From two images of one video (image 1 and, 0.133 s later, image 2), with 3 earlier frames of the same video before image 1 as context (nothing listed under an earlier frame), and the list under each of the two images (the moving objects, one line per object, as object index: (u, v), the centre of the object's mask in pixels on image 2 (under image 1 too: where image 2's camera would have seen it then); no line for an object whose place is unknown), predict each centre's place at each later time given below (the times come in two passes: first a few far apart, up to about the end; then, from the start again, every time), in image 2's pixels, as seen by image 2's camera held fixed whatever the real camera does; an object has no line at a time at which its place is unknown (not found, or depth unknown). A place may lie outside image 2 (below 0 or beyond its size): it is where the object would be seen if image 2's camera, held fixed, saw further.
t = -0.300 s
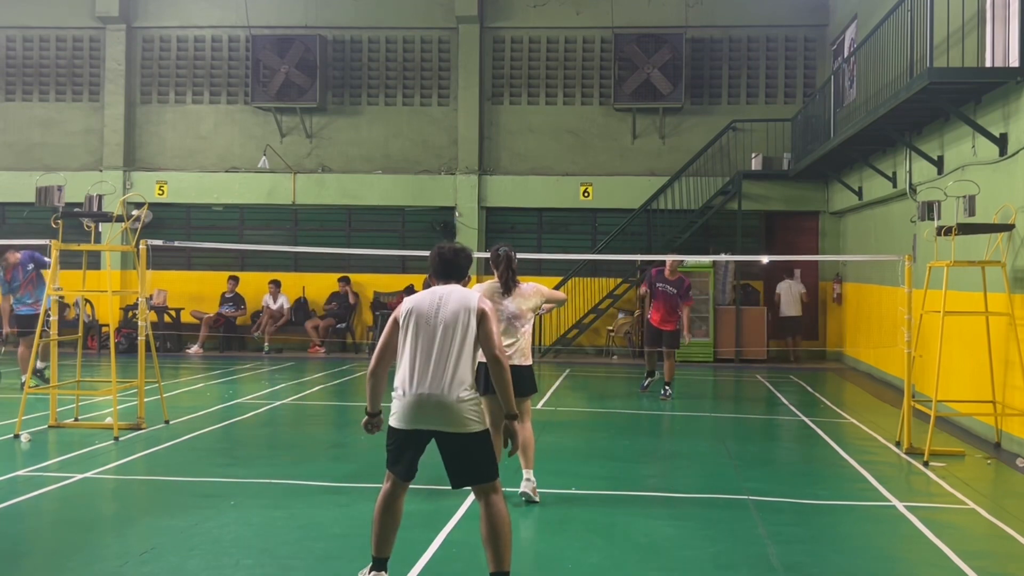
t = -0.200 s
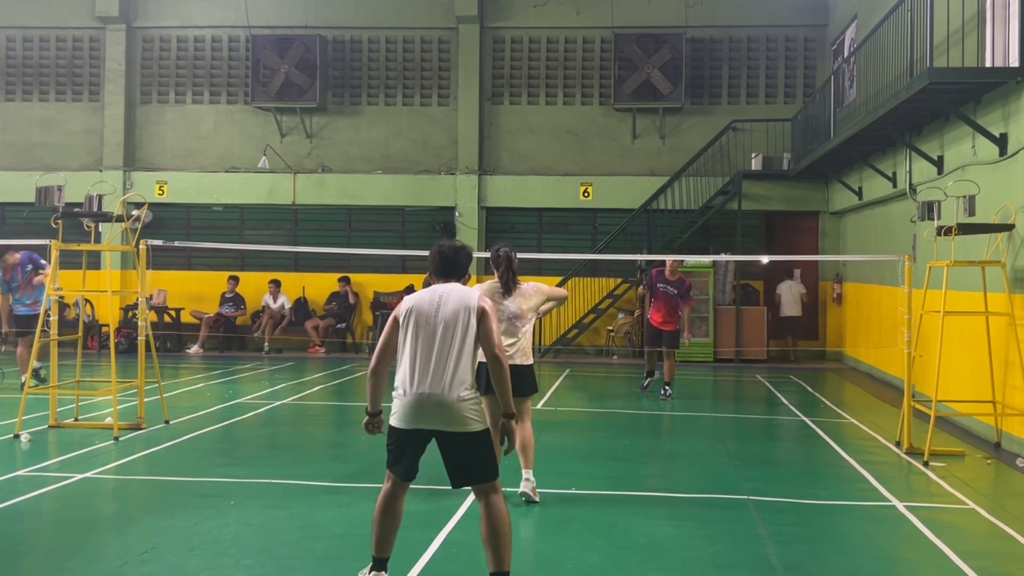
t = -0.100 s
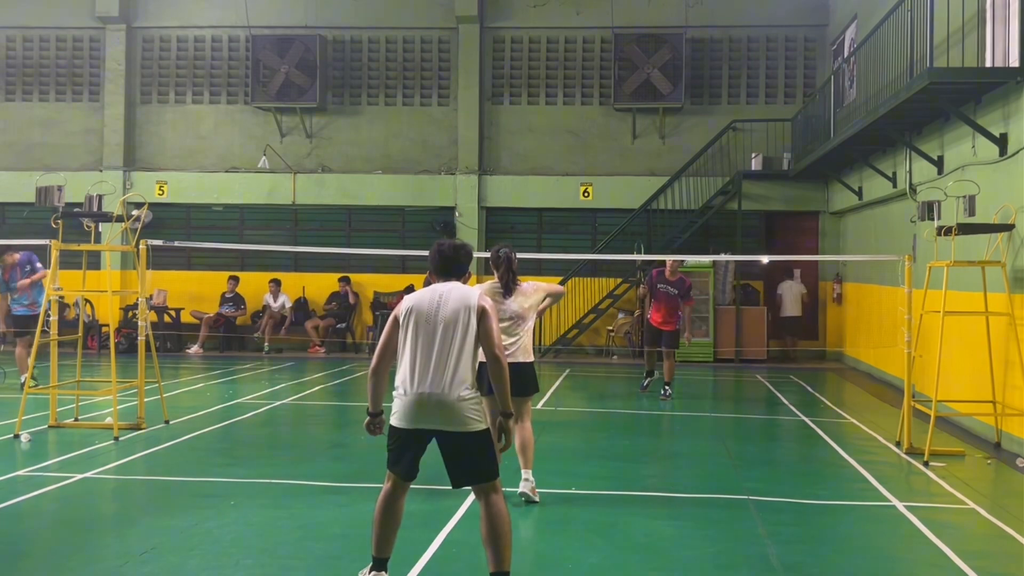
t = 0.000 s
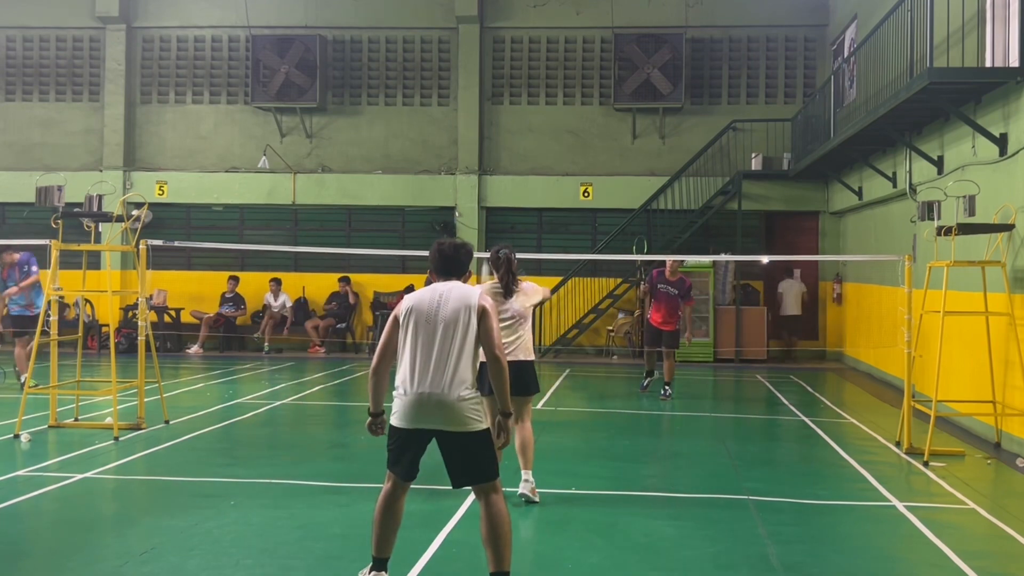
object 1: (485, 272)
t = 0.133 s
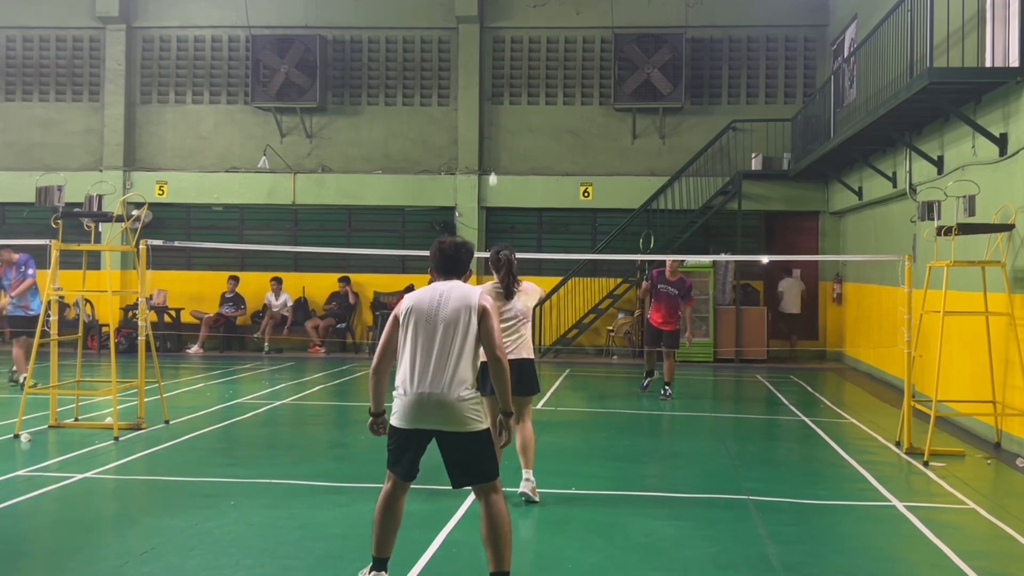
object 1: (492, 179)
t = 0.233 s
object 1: (495, 147)
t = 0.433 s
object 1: (500, 132)
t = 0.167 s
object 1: (493, 167)
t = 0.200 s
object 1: (494, 156)
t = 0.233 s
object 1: (495, 147)
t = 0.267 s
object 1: (496, 141)
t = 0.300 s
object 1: (497, 137)
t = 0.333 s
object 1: (498, 134)
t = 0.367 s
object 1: (498, 133)
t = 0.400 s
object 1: (499, 132)
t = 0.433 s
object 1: (500, 132)
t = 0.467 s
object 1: (500, 134)
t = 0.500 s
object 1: (501, 136)
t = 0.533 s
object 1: (501, 139)
